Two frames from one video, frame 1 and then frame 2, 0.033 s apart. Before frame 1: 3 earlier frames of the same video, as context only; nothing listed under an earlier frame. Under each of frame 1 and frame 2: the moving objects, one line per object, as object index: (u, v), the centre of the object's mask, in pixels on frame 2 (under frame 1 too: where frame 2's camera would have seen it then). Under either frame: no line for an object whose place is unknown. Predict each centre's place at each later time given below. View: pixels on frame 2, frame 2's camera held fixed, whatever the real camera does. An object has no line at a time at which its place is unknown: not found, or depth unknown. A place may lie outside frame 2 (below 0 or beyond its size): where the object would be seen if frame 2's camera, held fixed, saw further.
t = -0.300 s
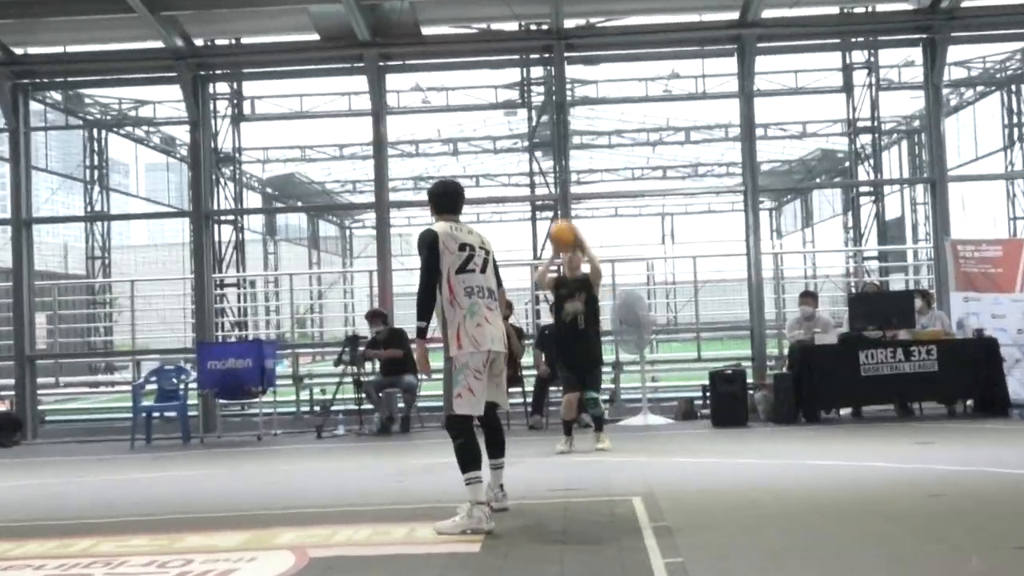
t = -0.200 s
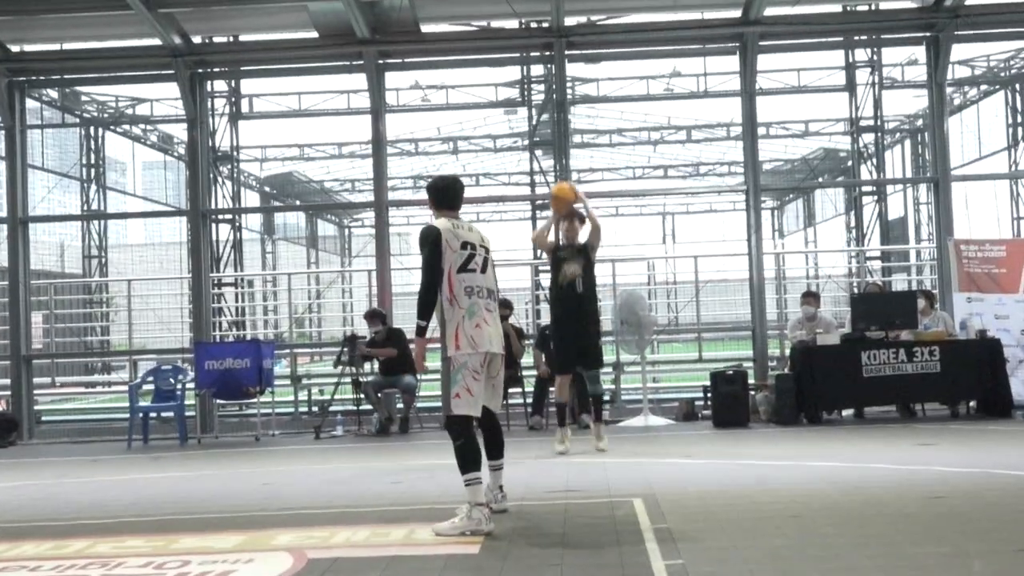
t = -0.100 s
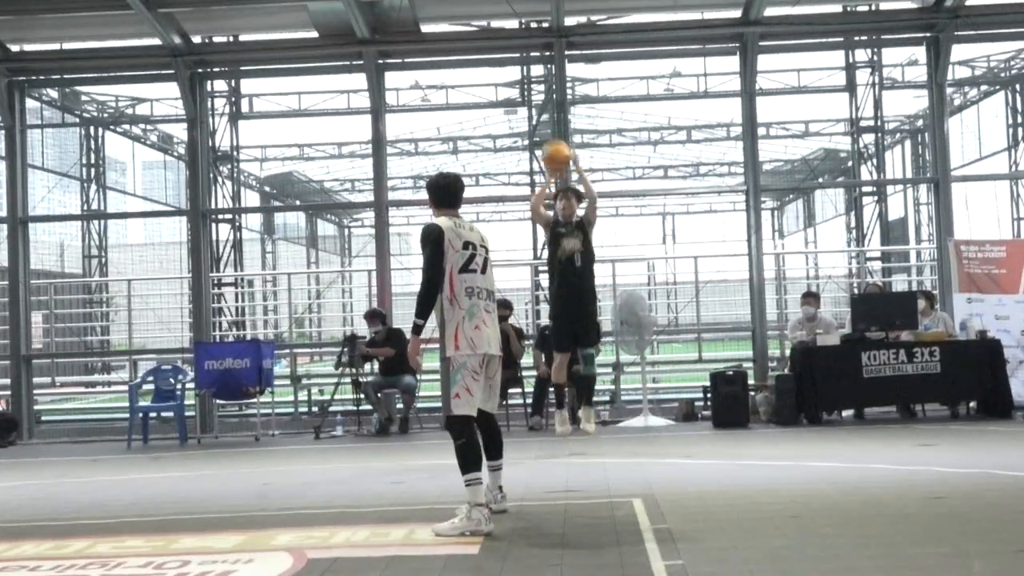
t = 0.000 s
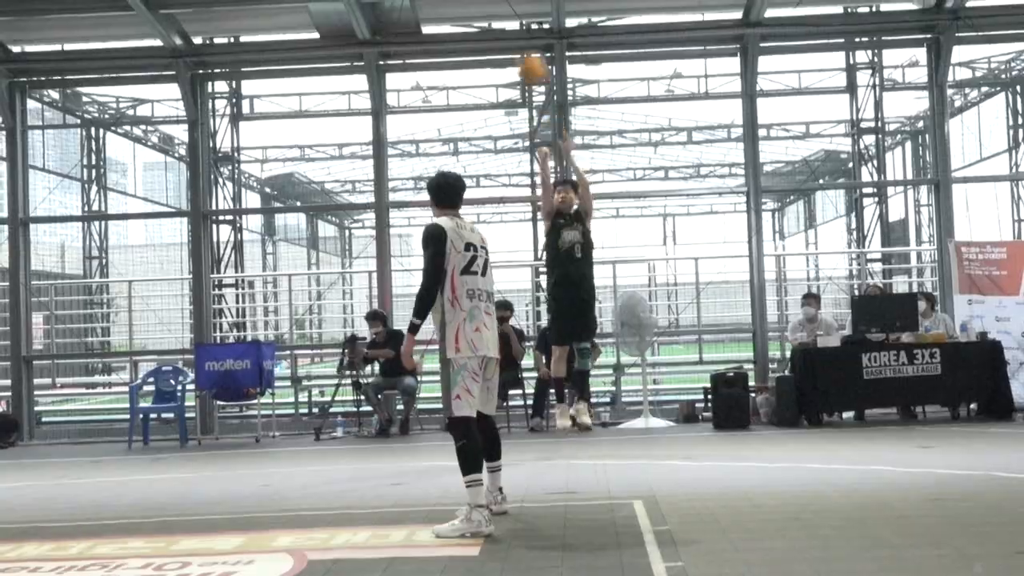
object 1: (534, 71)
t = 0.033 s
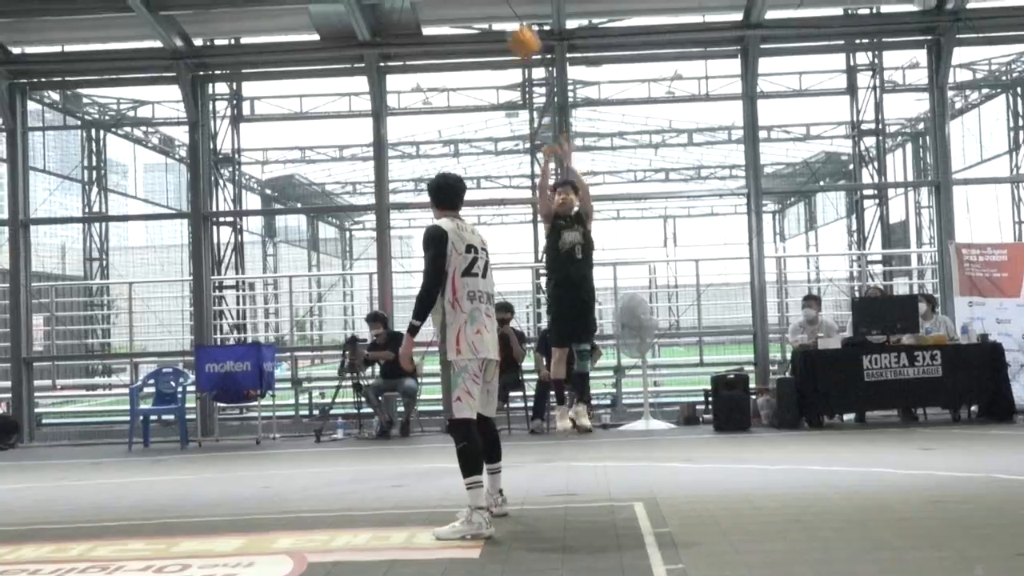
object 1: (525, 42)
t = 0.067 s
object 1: (514, 13)
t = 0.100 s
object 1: (504, -8)
